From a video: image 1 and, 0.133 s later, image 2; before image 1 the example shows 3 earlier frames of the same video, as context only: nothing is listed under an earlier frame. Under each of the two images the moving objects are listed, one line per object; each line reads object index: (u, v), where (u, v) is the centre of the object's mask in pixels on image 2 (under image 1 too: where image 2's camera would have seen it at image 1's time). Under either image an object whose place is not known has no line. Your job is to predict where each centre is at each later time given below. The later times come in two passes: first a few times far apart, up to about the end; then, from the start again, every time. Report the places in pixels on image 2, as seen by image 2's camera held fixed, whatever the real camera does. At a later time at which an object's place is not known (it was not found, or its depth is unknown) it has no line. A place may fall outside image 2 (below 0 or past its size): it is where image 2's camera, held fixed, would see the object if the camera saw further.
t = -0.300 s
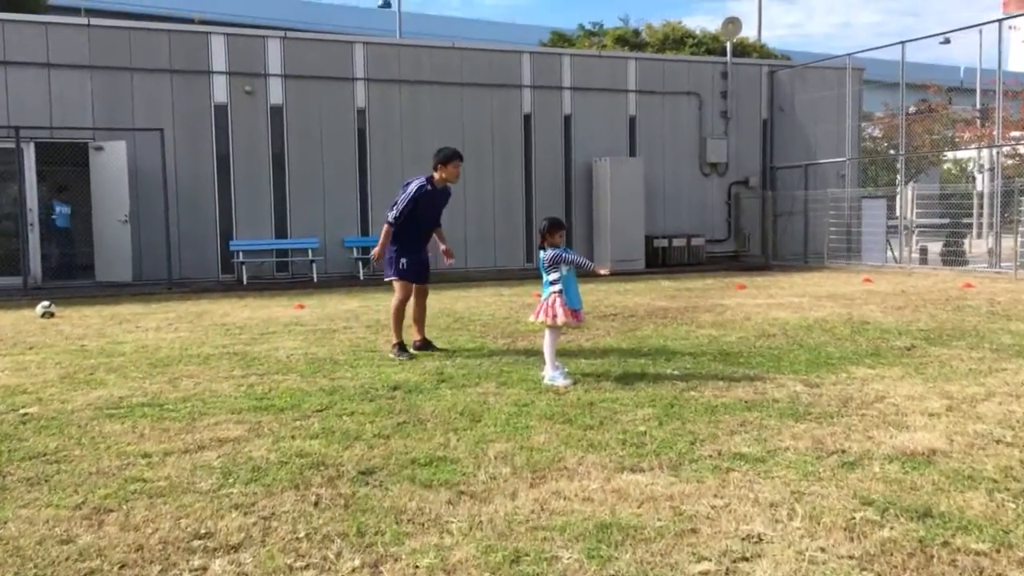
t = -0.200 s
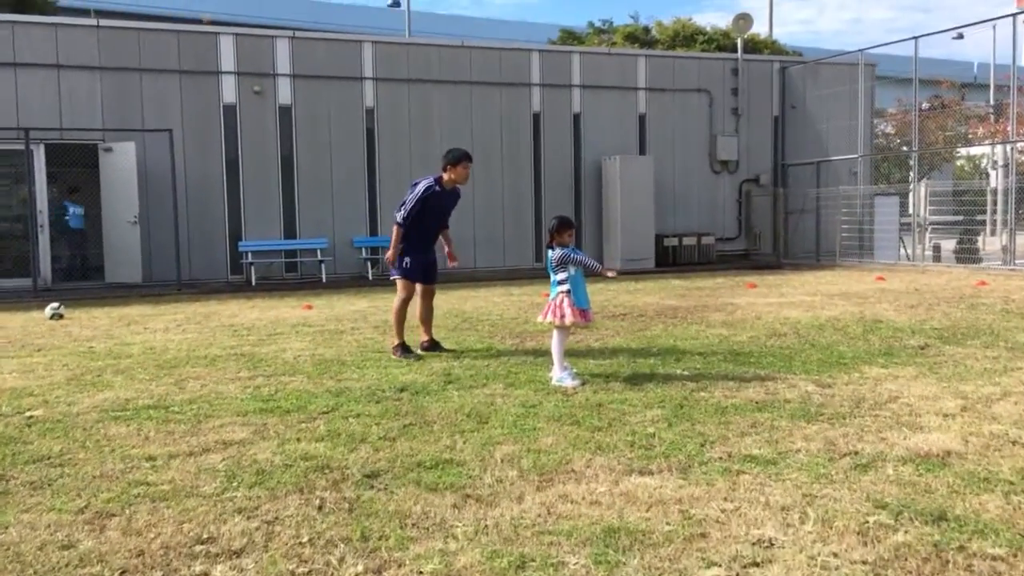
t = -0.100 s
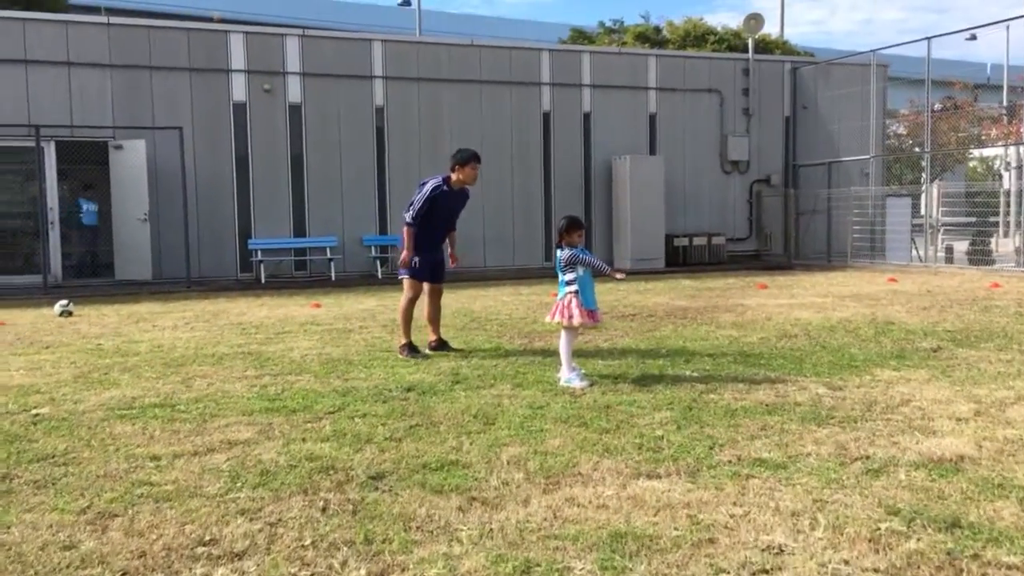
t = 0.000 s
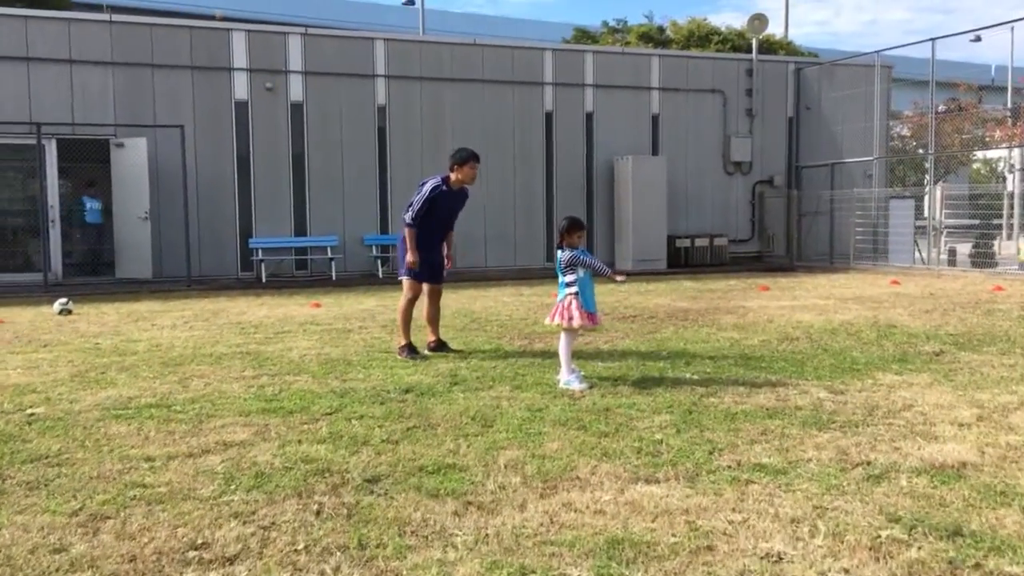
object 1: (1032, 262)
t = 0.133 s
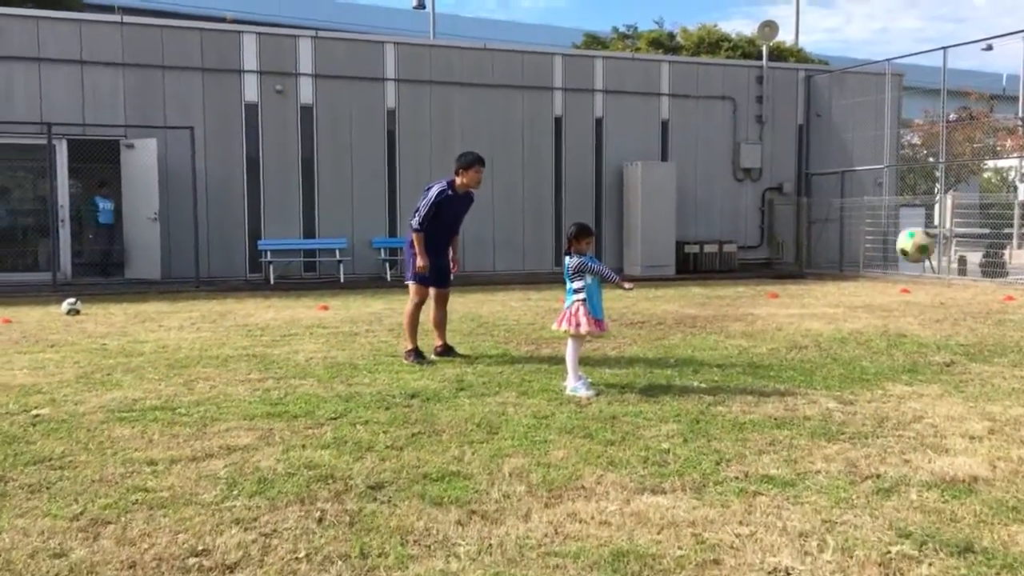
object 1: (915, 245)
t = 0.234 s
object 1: (821, 252)
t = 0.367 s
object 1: (708, 284)
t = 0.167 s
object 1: (882, 245)
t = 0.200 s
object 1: (853, 248)
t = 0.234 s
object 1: (821, 252)
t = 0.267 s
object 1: (792, 257)
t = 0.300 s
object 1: (764, 265)
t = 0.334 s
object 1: (735, 274)
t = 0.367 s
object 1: (708, 284)
